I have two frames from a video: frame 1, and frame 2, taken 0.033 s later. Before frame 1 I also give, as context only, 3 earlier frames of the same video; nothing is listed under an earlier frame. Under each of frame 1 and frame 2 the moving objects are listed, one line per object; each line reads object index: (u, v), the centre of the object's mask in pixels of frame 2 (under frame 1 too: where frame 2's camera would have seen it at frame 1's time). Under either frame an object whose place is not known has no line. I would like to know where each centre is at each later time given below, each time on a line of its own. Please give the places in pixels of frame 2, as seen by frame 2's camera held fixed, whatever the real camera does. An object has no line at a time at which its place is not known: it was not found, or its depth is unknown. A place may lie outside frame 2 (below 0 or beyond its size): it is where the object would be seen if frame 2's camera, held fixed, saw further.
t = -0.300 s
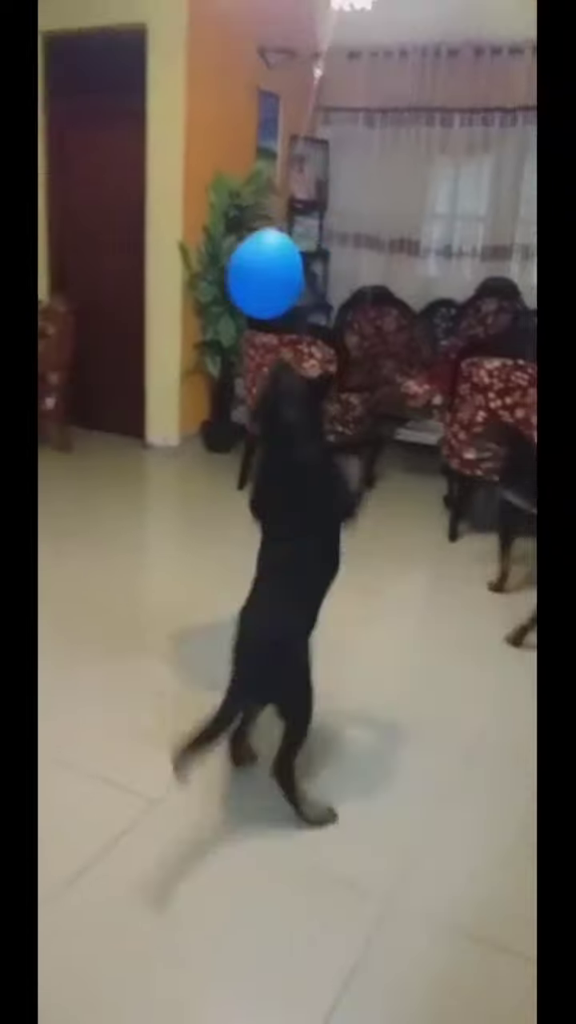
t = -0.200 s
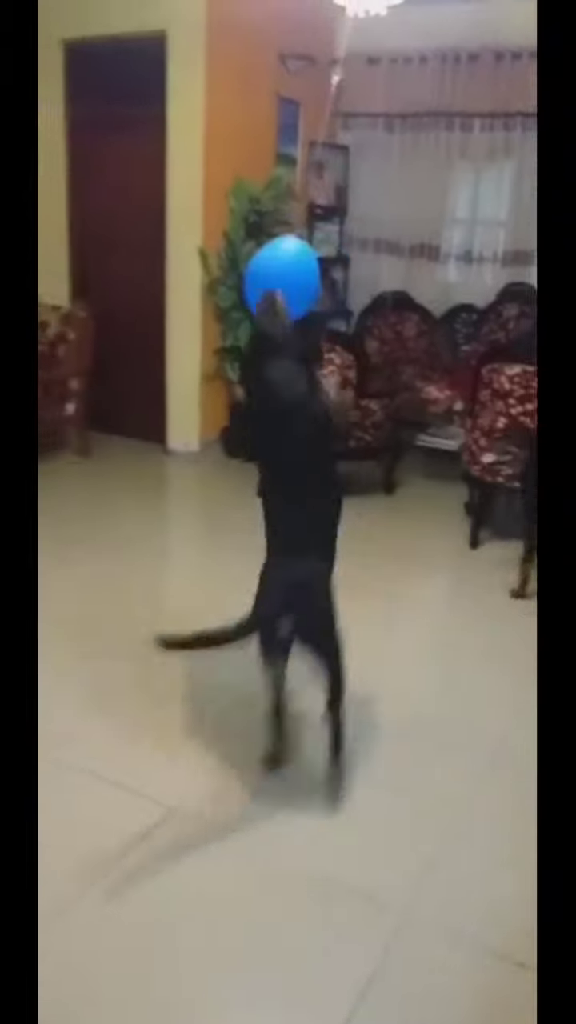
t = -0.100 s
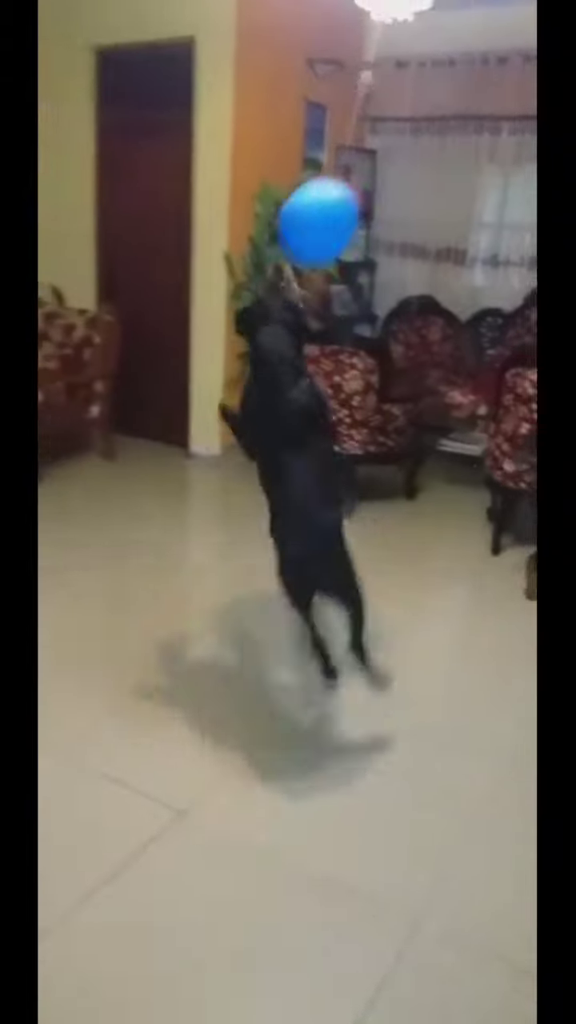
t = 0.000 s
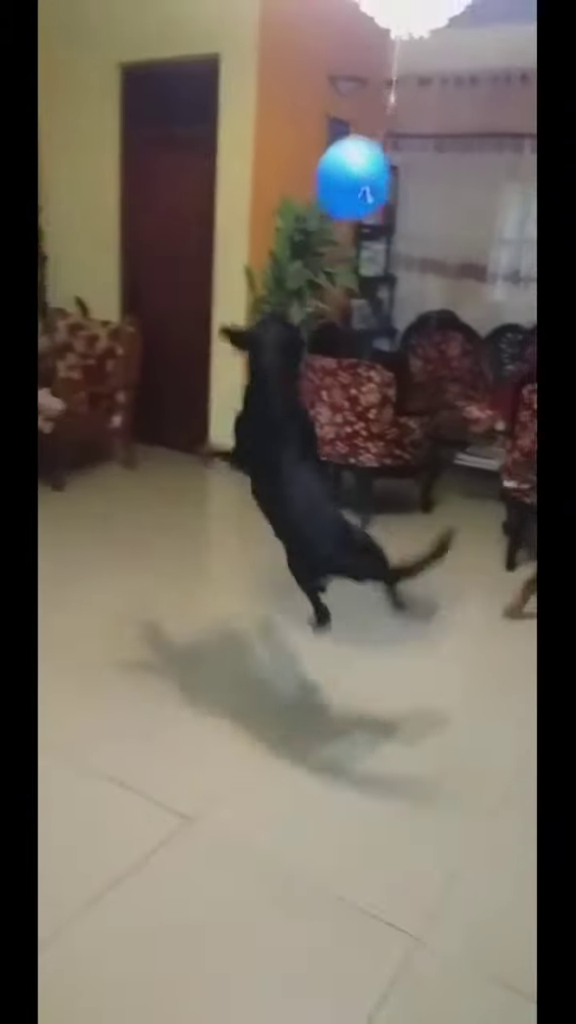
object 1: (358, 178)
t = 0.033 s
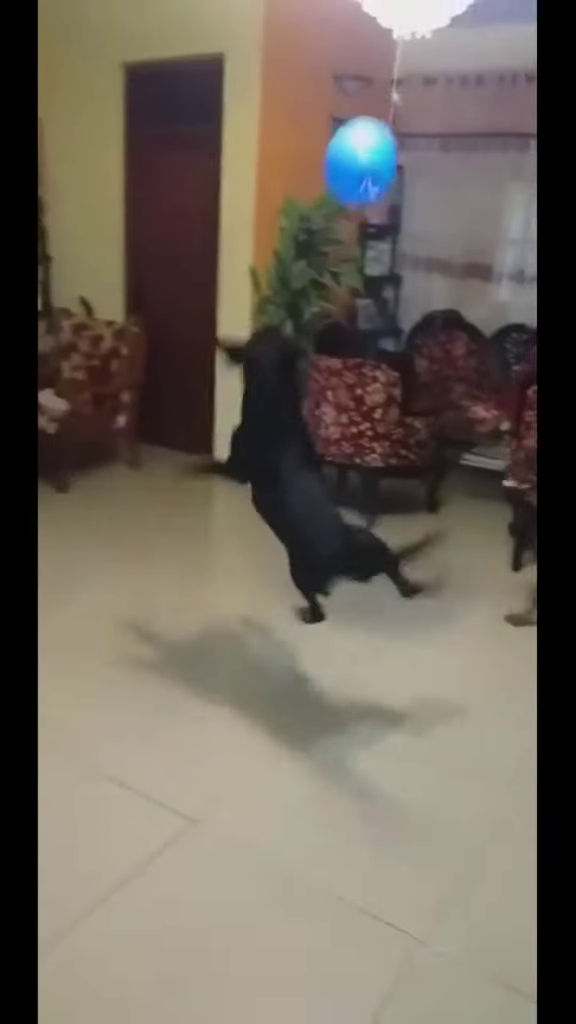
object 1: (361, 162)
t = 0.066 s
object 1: (364, 147)
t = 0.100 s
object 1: (367, 136)
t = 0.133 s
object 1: (370, 124)
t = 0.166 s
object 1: (373, 115)
